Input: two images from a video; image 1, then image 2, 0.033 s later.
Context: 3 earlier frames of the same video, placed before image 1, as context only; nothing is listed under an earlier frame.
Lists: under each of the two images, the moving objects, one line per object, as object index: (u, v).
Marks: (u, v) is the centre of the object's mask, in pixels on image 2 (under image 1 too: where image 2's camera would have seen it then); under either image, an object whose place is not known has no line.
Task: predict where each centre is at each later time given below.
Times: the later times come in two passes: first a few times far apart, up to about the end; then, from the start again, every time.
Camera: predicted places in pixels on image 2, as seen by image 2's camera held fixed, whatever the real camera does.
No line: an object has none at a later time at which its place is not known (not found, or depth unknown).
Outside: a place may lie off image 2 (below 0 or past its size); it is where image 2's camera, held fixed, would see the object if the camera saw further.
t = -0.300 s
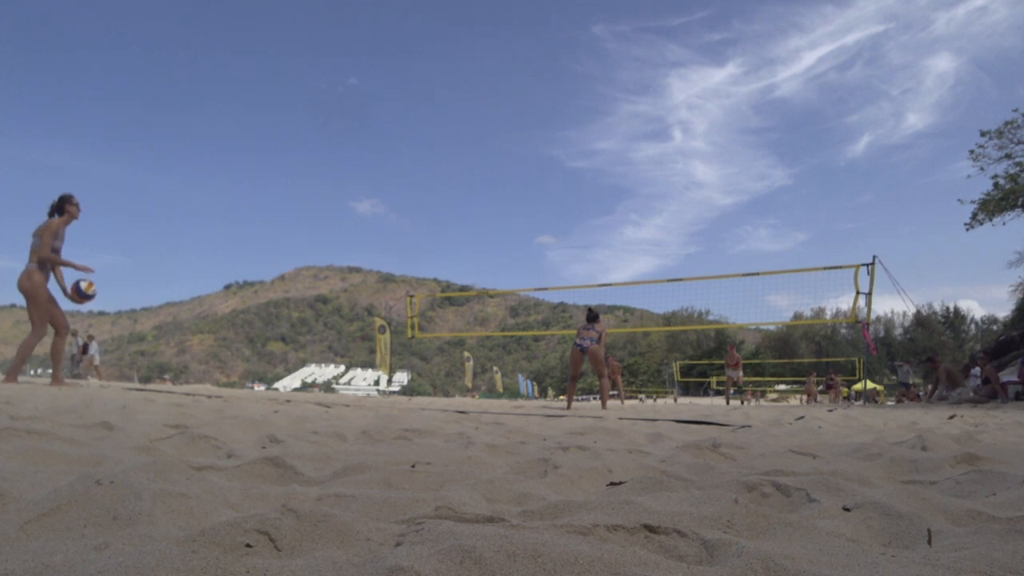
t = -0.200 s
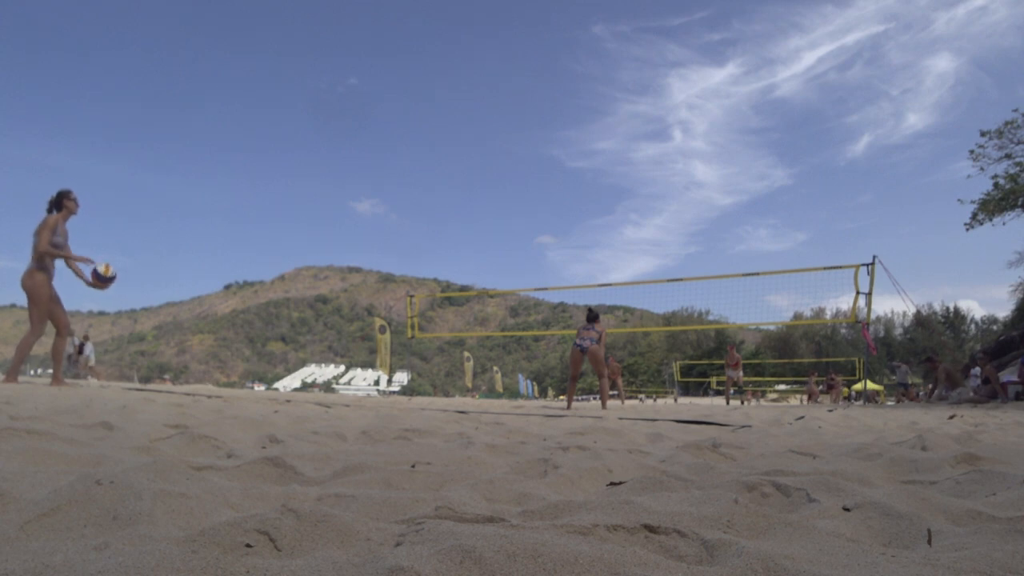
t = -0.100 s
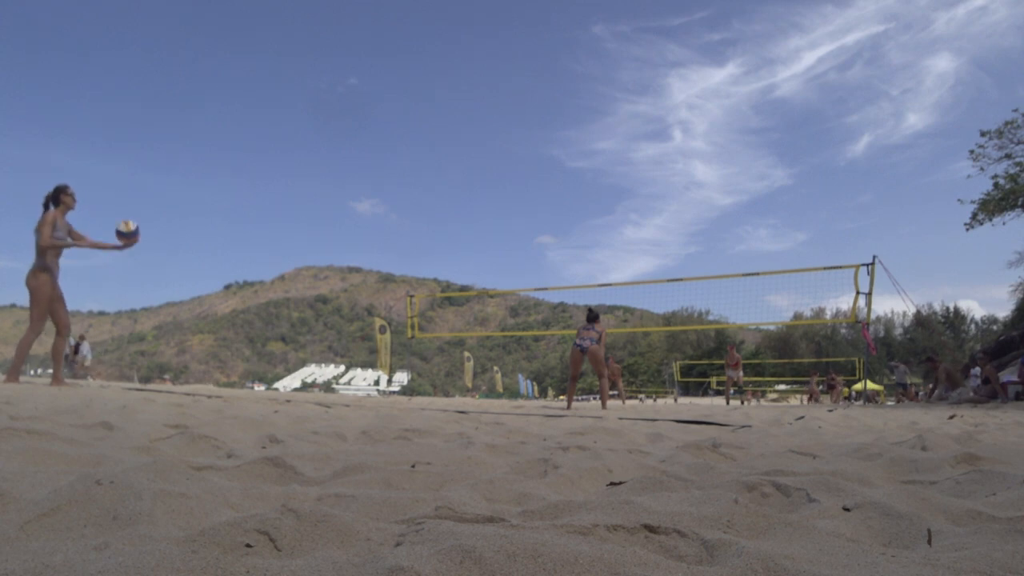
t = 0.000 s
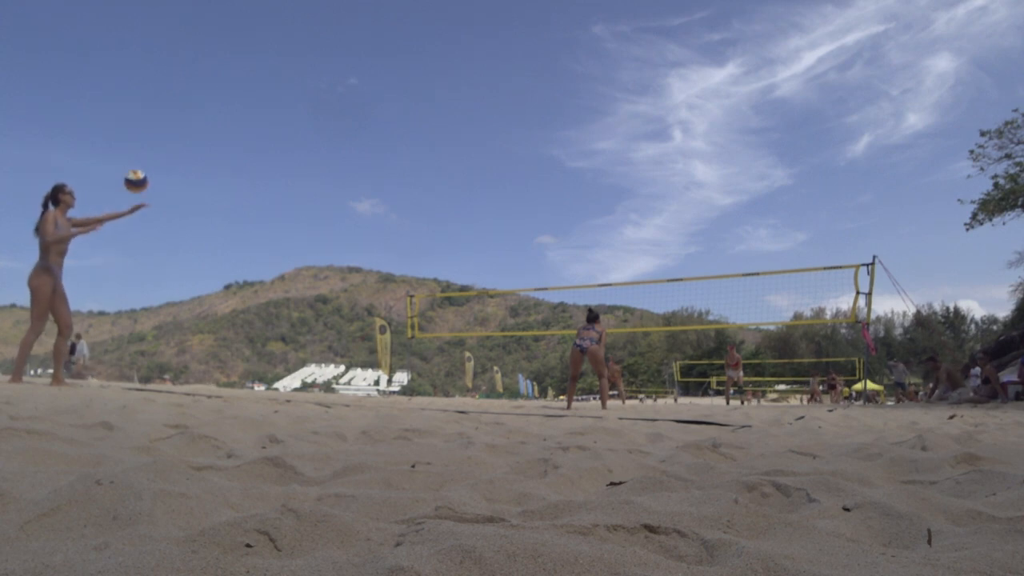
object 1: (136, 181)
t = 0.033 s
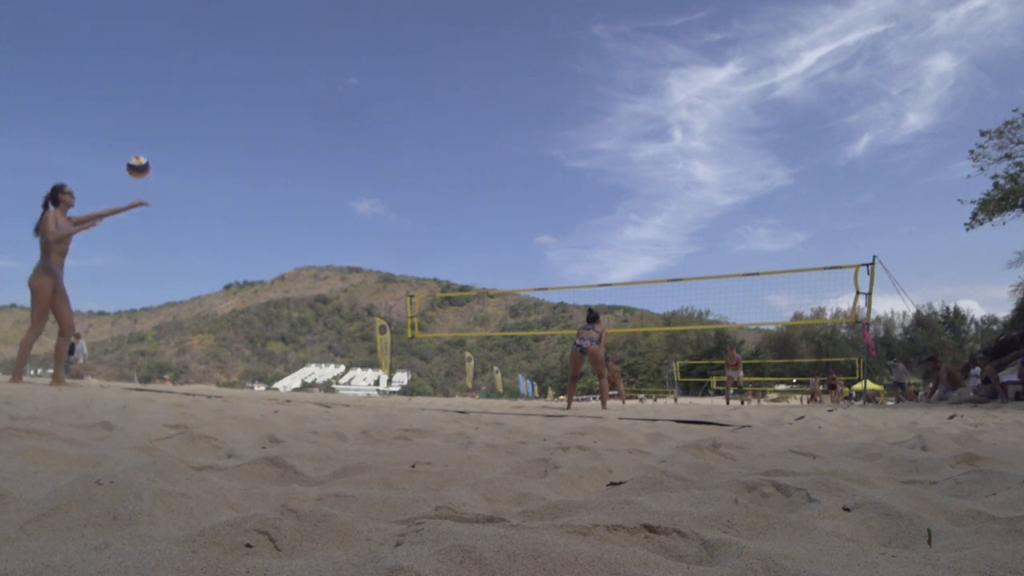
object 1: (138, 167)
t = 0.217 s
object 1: (147, 111)
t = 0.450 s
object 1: (150, 87)
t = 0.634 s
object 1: (146, 103)
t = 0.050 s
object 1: (139, 160)
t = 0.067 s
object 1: (140, 154)
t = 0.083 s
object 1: (141, 148)
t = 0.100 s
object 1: (142, 142)
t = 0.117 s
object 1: (142, 137)
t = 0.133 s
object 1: (143, 132)
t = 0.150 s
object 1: (144, 127)
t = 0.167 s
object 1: (145, 122)
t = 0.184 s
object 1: (145, 118)
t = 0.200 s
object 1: (146, 114)
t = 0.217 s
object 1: (147, 111)
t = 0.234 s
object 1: (147, 107)
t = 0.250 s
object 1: (148, 104)
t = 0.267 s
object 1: (148, 101)
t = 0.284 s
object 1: (149, 99)
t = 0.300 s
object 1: (149, 97)
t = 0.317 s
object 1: (149, 95)
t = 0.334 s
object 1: (150, 93)
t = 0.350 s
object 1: (150, 91)
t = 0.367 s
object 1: (150, 90)
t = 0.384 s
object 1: (150, 89)
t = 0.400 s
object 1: (150, 88)
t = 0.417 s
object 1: (150, 88)
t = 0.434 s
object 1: (150, 87)
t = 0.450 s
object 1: (150, 87)
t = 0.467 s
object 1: (150, 88)
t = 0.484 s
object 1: (150, 88)
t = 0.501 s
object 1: (150, 88)
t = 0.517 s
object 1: (150, 90)
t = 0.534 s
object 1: (149, 91)
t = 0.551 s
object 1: (149, 92)
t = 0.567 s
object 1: (148, 94)
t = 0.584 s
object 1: (148, 96)
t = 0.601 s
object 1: (148, 98)
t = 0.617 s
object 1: (147, 100)
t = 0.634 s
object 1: (146, 103)
